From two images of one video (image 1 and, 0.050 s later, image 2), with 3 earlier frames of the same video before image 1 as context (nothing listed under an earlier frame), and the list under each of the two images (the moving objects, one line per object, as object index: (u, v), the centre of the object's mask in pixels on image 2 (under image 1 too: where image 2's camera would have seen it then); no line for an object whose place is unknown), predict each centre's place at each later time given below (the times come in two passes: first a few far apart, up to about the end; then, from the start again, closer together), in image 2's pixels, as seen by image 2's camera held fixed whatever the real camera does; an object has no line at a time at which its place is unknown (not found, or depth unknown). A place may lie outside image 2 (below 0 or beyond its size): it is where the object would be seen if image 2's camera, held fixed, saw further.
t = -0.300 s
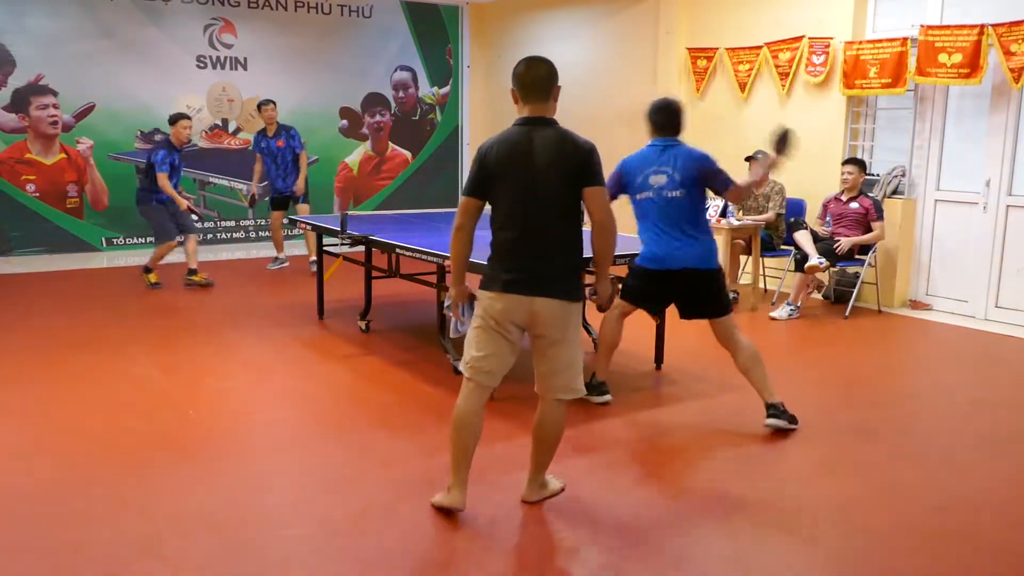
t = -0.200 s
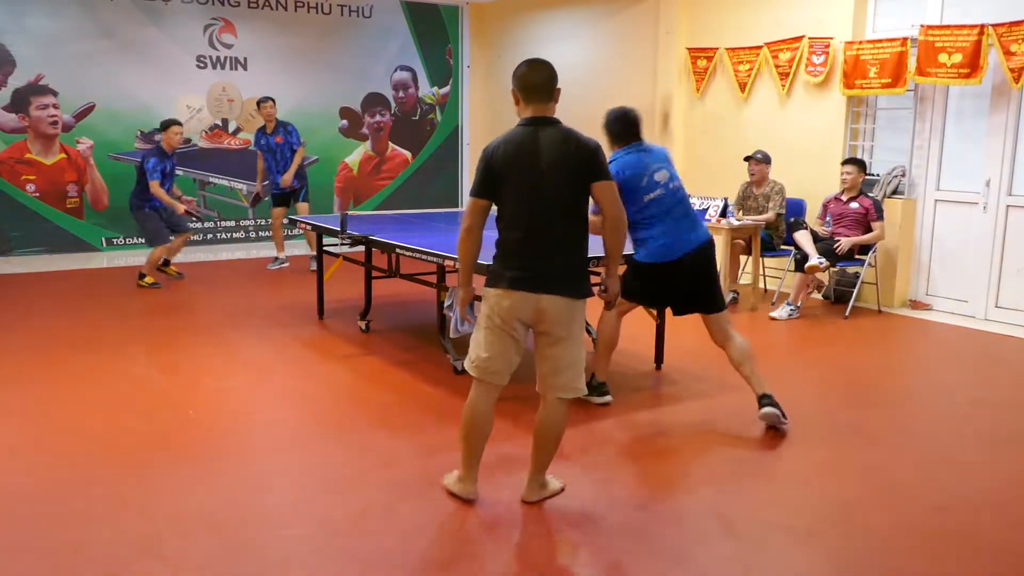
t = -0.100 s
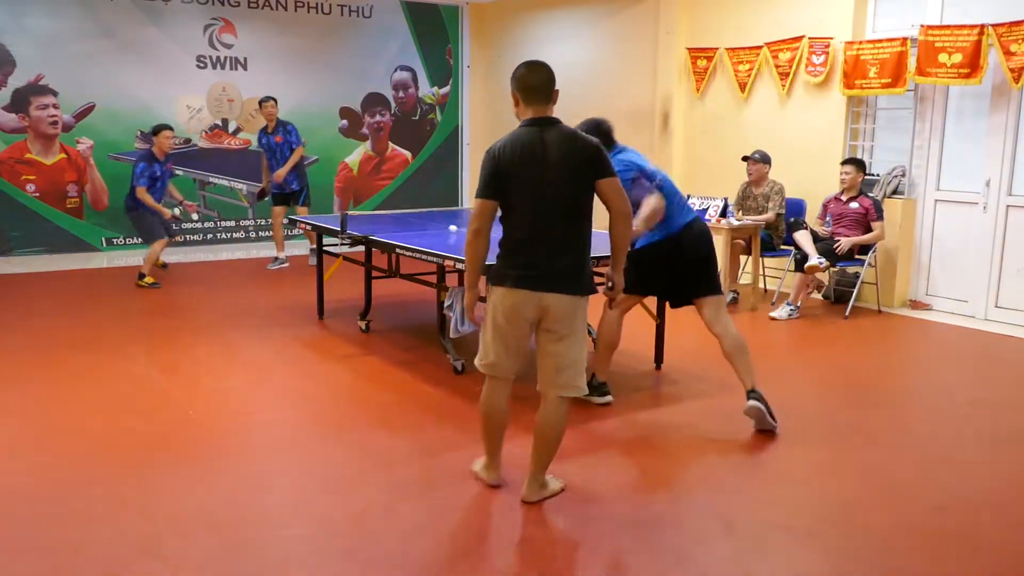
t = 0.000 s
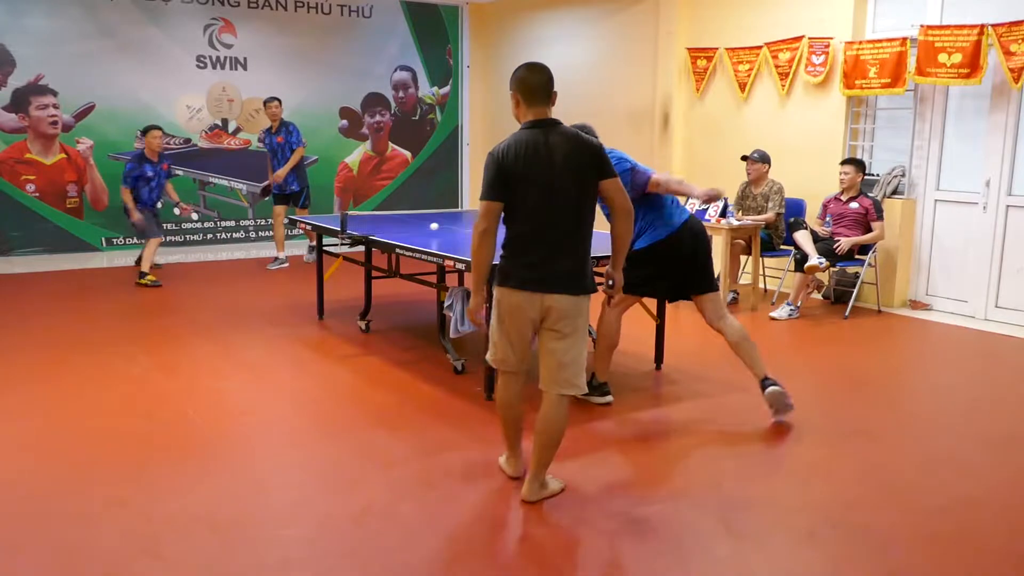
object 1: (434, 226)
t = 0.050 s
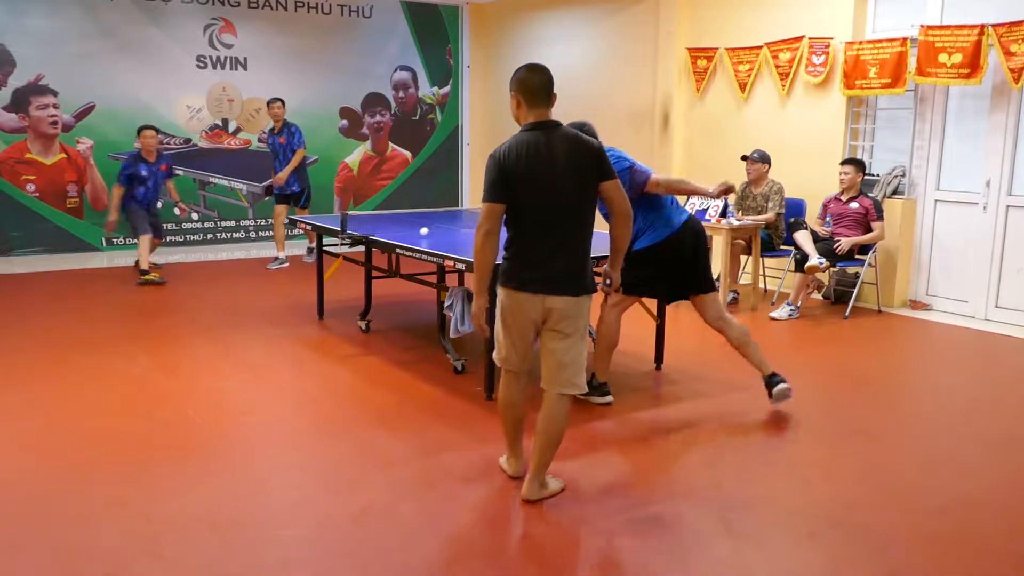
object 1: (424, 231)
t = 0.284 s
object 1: (383, 247)
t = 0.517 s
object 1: (342, 354)
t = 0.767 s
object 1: (298, 380)
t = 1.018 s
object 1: (251, 437)
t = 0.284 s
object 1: (383, 247)
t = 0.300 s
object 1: (380, 251)
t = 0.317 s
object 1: (378, 256)
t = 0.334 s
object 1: (374, 261)
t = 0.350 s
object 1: (371, 267)
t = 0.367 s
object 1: (368, 274)
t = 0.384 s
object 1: (365, 281)
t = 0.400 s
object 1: (362, 288)
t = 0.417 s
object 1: (359, 296)
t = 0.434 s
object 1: (356, 304)
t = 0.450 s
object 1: (353, 314)
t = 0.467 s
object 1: (350, 323)
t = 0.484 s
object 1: (347, 333)
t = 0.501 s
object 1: (345, 343)
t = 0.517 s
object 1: (342, 354)
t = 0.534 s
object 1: (339, 367)
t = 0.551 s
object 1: (336, 378)
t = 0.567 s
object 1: (333, 393)
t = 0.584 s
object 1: (331, 399)
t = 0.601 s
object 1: (328, 395)
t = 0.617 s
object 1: (325, 391)
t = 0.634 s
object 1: (322, 388)
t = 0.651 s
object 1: (319, 385)
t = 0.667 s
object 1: (316, 383)
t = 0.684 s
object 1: (314, 381)
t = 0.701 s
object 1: (310, 380)
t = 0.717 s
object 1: (308, 379)
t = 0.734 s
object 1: (304, 379)
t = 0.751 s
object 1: (302, 379)
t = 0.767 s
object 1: (298, 380)
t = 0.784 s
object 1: (296, 381)
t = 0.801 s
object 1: (292, 383)
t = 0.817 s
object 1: (290, 386)
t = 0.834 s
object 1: (286, 389)
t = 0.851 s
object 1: (283, 393)
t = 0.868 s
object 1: (280, 397)
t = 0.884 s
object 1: (277, 402)
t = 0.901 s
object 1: (274, 407)
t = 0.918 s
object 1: (270, 414)
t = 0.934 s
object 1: (267, 421)
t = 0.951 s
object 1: (264, 428)
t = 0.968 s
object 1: (261, 437)
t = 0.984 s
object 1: (258, 440)
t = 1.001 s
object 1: (255, 439)
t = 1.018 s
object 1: (251, 437)
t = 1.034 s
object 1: (248, 437)
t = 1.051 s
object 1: (244, 437)
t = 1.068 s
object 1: (241, 438)
